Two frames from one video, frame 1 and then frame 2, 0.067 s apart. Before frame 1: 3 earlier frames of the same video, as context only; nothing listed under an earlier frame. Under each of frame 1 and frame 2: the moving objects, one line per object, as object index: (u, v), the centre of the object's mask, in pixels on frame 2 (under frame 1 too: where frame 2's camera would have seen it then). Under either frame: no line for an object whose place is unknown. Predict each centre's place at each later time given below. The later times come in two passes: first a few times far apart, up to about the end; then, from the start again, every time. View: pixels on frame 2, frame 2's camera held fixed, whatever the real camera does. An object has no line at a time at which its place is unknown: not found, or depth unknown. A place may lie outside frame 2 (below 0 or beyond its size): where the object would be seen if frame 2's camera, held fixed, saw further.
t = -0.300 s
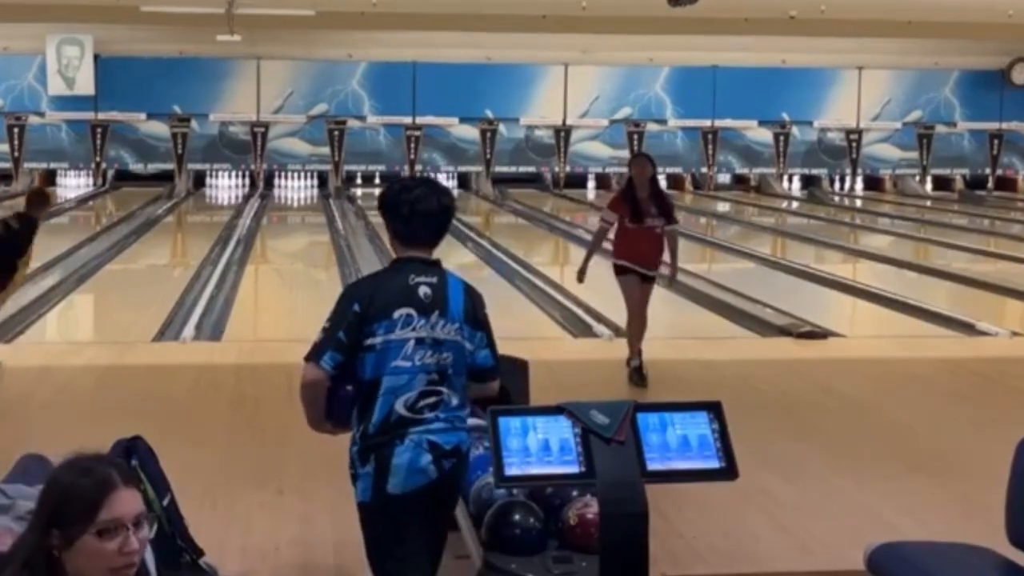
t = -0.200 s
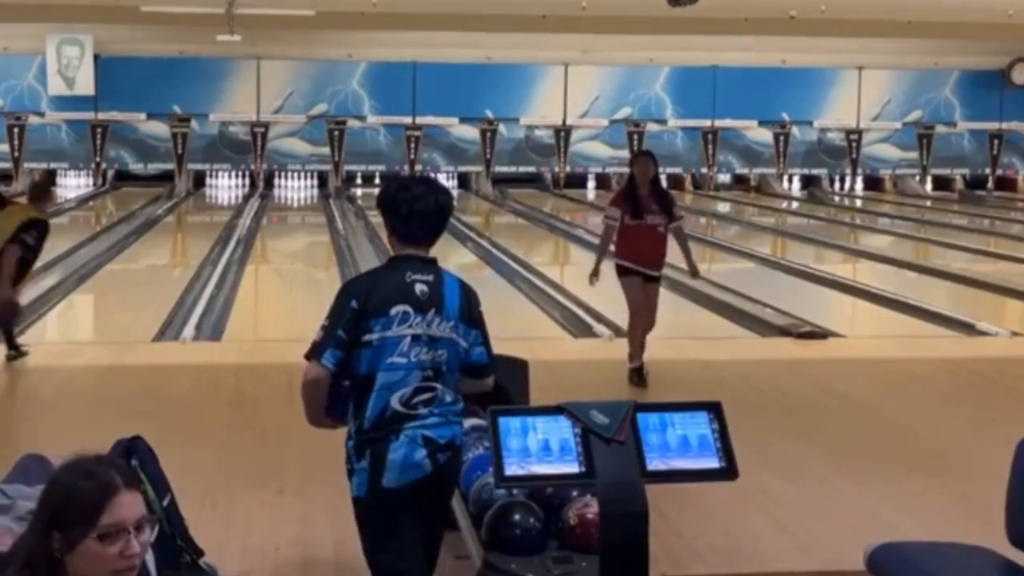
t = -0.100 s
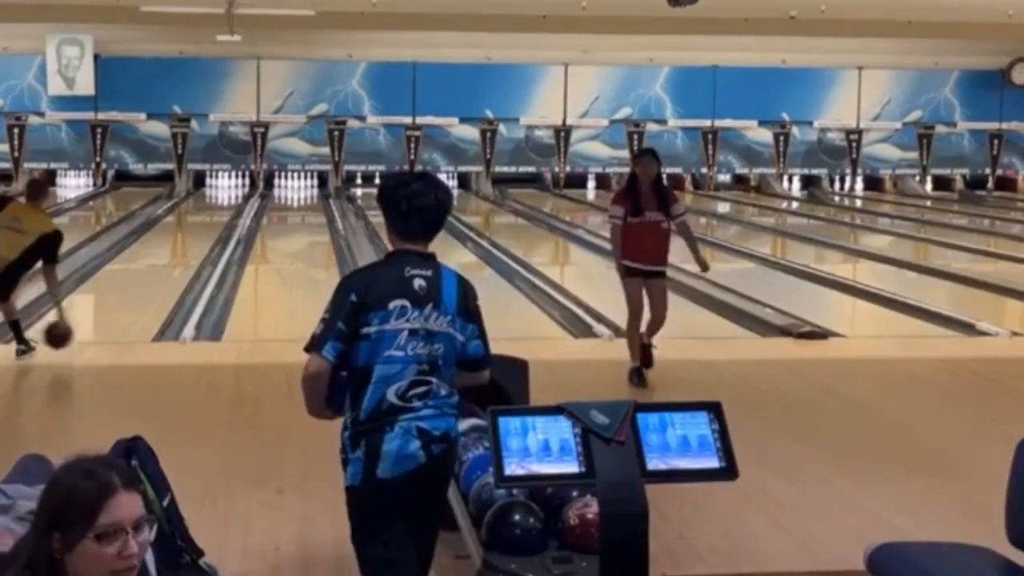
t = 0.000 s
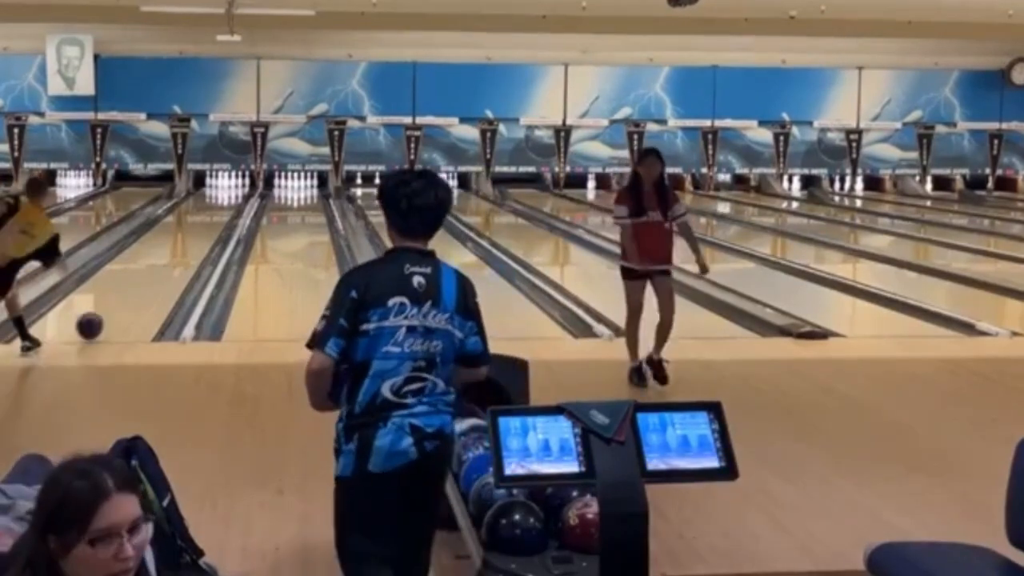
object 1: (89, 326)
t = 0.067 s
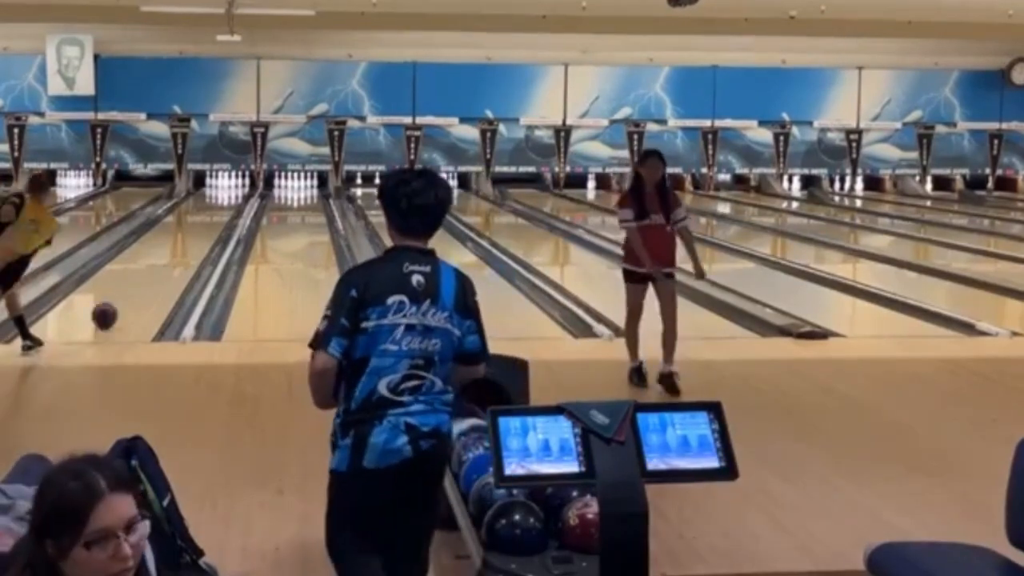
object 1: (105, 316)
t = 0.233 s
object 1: (135, 289)
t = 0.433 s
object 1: (162, 265)
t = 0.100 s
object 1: (111, 310)
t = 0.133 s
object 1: (118, 304)
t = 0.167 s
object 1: (124, 299)
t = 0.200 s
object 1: (129, 294)
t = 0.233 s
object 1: (135, 289)
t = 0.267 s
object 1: (140, 285)
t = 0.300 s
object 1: (145, 281)
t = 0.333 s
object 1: (150, 276)
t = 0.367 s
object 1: (155, 273)
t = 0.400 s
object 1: (159, 269)
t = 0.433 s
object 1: (162, 265)
